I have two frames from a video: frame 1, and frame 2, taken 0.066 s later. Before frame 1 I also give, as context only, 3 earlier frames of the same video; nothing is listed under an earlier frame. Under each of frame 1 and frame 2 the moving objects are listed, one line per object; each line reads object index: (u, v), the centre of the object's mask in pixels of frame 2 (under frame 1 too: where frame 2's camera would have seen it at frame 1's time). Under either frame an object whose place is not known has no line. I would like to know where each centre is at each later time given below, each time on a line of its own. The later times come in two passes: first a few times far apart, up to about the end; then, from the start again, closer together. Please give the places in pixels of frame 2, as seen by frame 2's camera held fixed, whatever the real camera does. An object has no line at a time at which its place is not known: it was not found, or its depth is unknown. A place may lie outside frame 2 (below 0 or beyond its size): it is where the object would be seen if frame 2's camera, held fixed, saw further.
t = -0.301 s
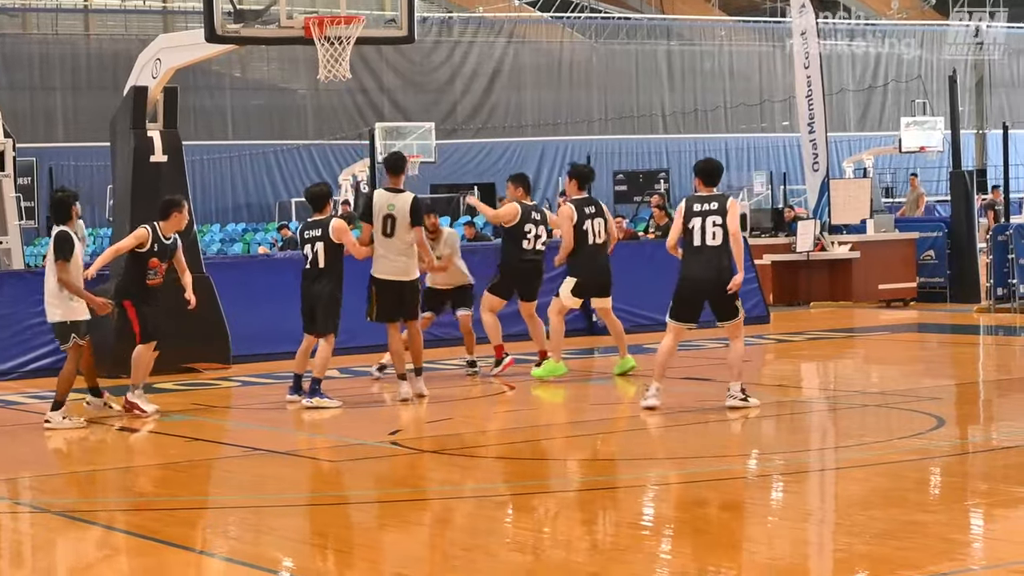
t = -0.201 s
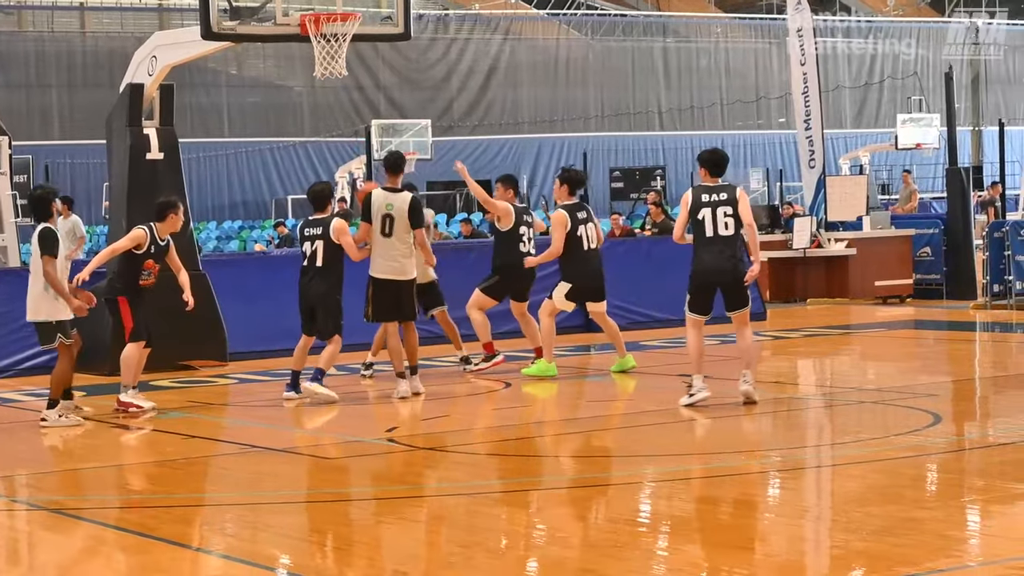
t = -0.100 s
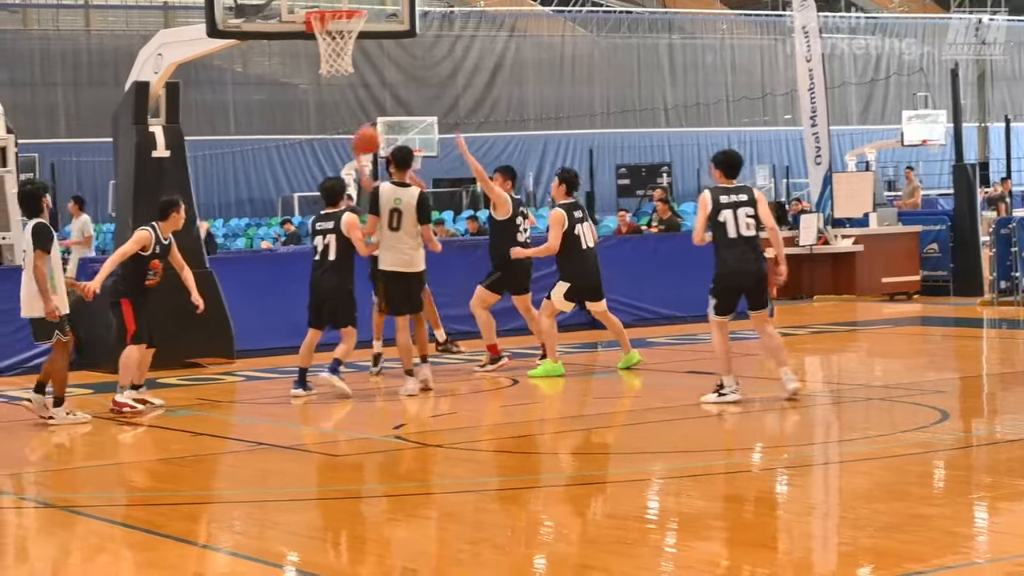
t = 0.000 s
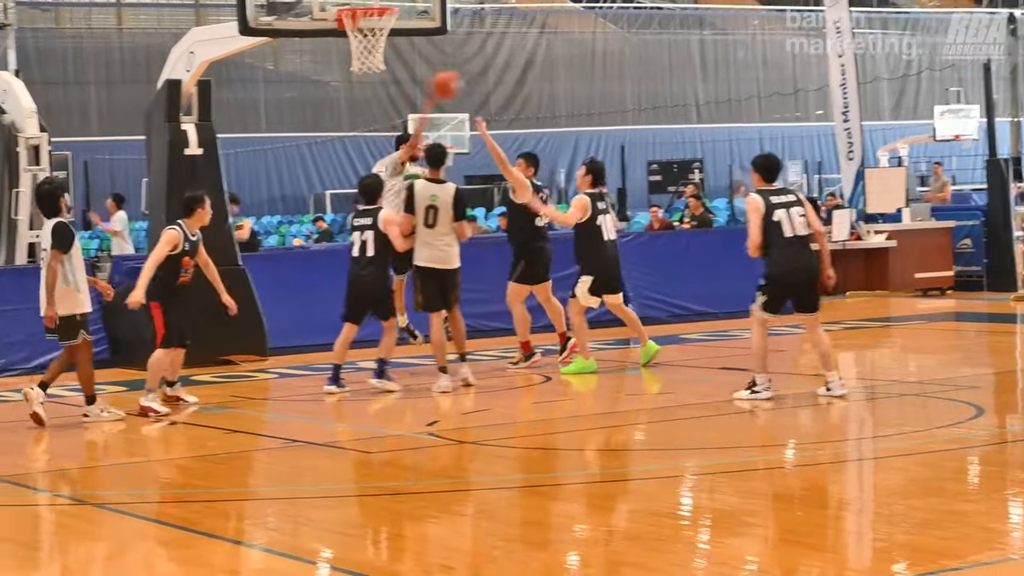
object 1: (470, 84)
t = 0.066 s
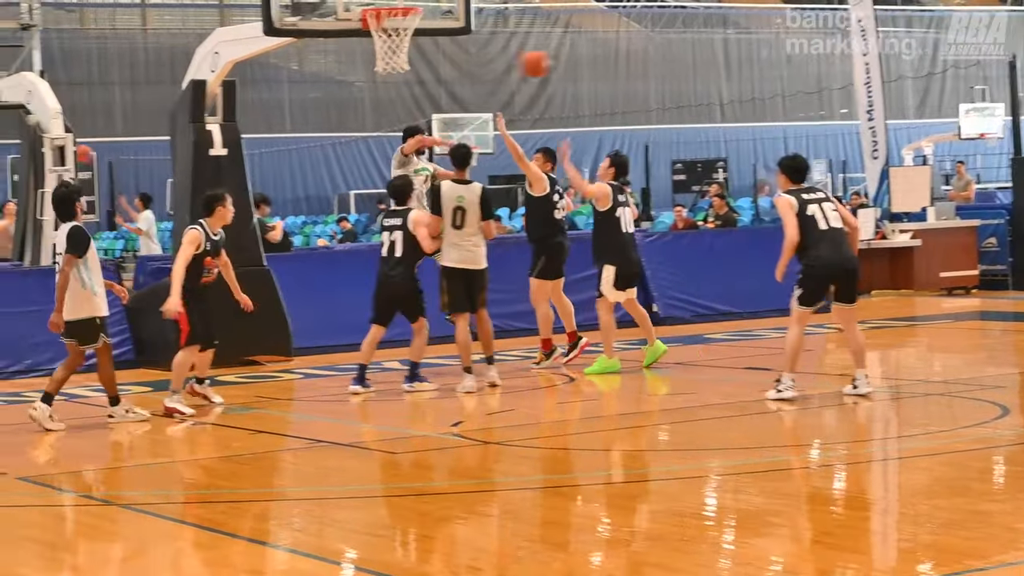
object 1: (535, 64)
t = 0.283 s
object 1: (759, 25)
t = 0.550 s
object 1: (1055, 49)
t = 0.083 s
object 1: (552, 59)
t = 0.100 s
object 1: (567, 55)
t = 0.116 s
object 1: (584, 51)
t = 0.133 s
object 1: (602, 47)
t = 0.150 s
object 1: (619, 43)
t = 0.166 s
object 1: (637, 40)
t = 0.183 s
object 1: (654, 36)
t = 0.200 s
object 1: (672, 34)
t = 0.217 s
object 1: (689, 31)
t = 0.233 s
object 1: (707, 29)
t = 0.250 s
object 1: (724, 28)
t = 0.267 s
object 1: (741, 26)
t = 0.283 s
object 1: (759, 25)
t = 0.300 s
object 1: (776, 26)
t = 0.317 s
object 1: (794, 25)
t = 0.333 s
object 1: (812, 24)
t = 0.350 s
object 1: (829, 25)
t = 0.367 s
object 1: (847, 25)
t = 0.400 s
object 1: (886, 27)
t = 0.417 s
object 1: (905, 28)
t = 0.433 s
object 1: (924, 29)
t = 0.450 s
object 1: (942, 31)
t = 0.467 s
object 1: (961, 33)
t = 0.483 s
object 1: (979, 36)
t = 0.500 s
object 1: (998, 39)
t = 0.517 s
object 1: (1016, 43)
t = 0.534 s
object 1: (1036, 45)
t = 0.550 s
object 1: (1055, 49)
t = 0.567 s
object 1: (1074, 53)
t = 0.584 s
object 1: (1096, 58)
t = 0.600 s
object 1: (1114, 62)
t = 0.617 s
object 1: (1131, 67)
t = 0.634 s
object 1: (1144, 72)
